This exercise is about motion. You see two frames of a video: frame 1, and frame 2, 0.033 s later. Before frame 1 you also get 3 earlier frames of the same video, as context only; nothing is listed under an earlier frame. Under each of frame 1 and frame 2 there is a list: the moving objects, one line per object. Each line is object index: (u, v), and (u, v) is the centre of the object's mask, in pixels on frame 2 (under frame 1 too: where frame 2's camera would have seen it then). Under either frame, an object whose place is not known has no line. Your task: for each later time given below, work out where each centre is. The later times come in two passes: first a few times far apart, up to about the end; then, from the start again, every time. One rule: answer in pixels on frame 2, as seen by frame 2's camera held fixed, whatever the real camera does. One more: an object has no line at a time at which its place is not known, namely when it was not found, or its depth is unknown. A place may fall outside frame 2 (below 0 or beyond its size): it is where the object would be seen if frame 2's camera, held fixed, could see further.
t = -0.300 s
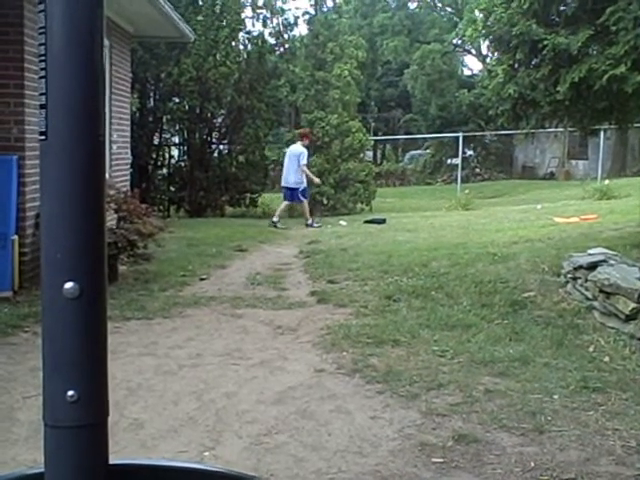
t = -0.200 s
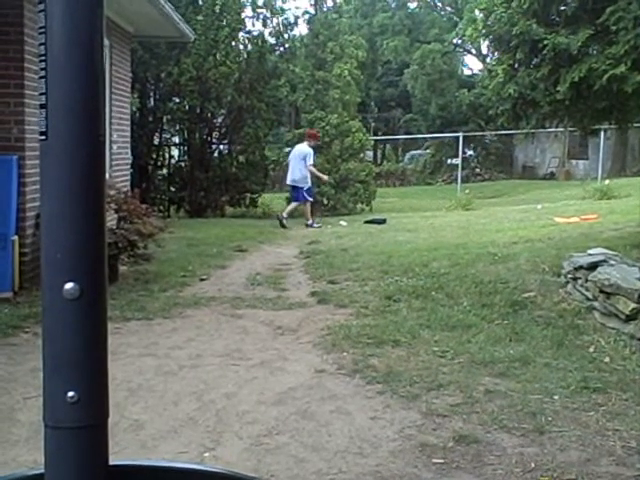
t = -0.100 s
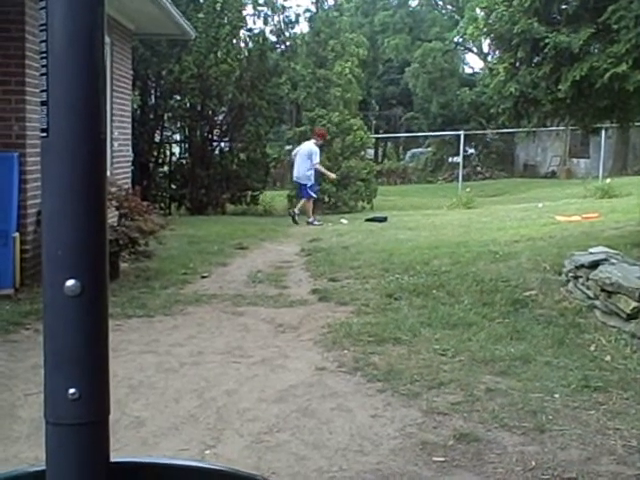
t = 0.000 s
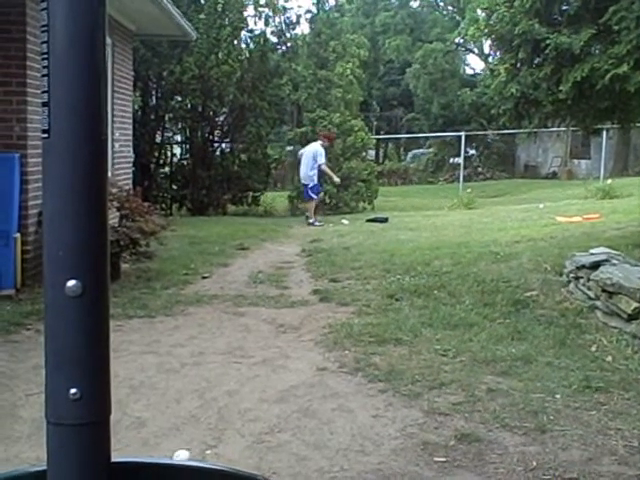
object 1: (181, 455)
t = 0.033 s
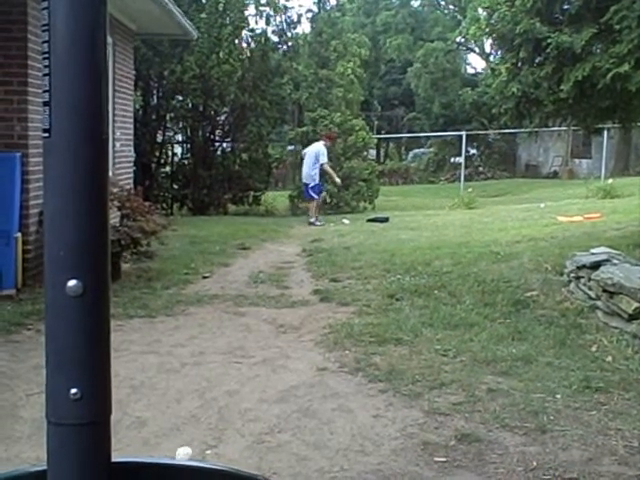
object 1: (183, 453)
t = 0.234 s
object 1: (194, 438)
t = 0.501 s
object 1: (207, 416)
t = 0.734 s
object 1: (215, 400)
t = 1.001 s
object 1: (222, 388)
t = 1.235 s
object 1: (228, 380)
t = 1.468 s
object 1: (231, 376)
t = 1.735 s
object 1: (234, 372)
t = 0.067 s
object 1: (185, 453)
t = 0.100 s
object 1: (187, 451)
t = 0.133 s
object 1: (189, 448)
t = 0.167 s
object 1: (191, 445)
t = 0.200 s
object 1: (192, 442)
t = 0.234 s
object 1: (194, 438)
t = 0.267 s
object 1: (196, 436)
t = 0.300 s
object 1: (197, 433)
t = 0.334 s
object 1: (199, 429)
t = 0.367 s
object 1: (201, 426)
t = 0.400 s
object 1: (202, 424)
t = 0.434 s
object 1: (204, 421)
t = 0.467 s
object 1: (205, 418)
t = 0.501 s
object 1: (207, 416)
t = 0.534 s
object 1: (208, 413)
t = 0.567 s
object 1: (210, 411)
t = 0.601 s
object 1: (210, 409)
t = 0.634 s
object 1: (212, 406)
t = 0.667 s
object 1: (213, 404)
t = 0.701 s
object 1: (214, 402)
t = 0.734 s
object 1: (215, 400)
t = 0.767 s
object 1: (216, 399)
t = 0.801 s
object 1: (217, 397)
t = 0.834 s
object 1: (219, 394)
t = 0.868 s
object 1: (220, 394)
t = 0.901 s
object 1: (220, 392)
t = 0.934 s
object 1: (221, 390)
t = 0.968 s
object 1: (221, 389)
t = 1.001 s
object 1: (222, 388)
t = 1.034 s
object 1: (224, 386)
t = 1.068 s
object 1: (225, 386)
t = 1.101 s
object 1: (225, 384)
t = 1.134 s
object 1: (226, 383)
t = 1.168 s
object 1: (227, 382)
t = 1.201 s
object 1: (228, 381)
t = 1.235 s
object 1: (228, 380)
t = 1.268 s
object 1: (228, 379)
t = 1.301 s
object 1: (229, 378)
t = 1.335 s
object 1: (230, 378)
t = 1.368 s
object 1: (230, 377)
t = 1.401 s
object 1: (231, 377)
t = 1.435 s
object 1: (231, 376)
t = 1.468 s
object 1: (231, 376)
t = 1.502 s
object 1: (232, 375)
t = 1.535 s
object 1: (232, 374)
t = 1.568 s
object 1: (233, 374)
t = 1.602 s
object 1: (233, 374)
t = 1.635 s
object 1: (234, 373)
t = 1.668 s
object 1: (234, 373)
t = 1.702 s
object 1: (234, 372)
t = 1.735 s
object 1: (234, 372)
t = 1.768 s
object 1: (234, 371)
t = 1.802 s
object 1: (234, 371)
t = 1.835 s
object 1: (233, 371)
